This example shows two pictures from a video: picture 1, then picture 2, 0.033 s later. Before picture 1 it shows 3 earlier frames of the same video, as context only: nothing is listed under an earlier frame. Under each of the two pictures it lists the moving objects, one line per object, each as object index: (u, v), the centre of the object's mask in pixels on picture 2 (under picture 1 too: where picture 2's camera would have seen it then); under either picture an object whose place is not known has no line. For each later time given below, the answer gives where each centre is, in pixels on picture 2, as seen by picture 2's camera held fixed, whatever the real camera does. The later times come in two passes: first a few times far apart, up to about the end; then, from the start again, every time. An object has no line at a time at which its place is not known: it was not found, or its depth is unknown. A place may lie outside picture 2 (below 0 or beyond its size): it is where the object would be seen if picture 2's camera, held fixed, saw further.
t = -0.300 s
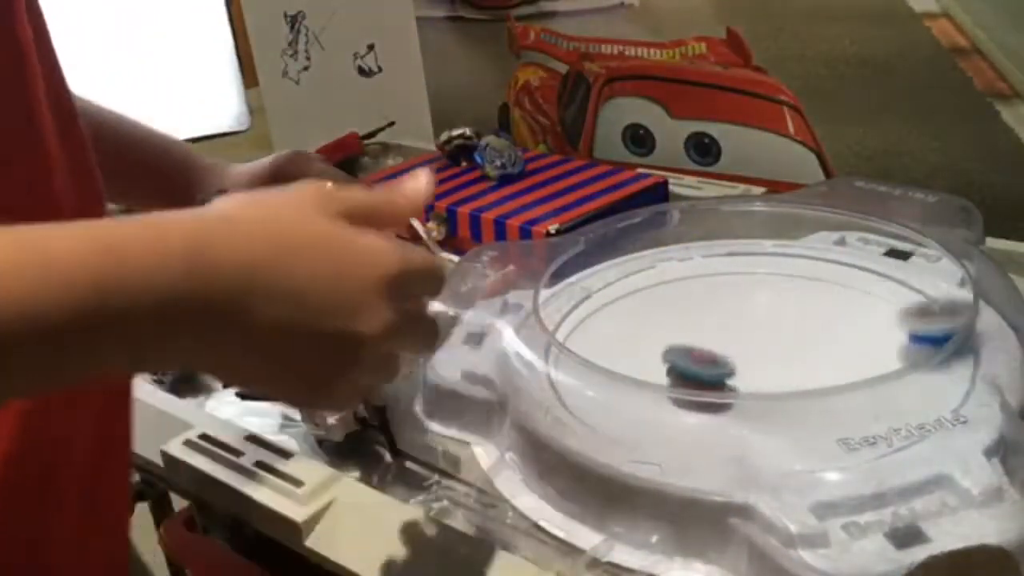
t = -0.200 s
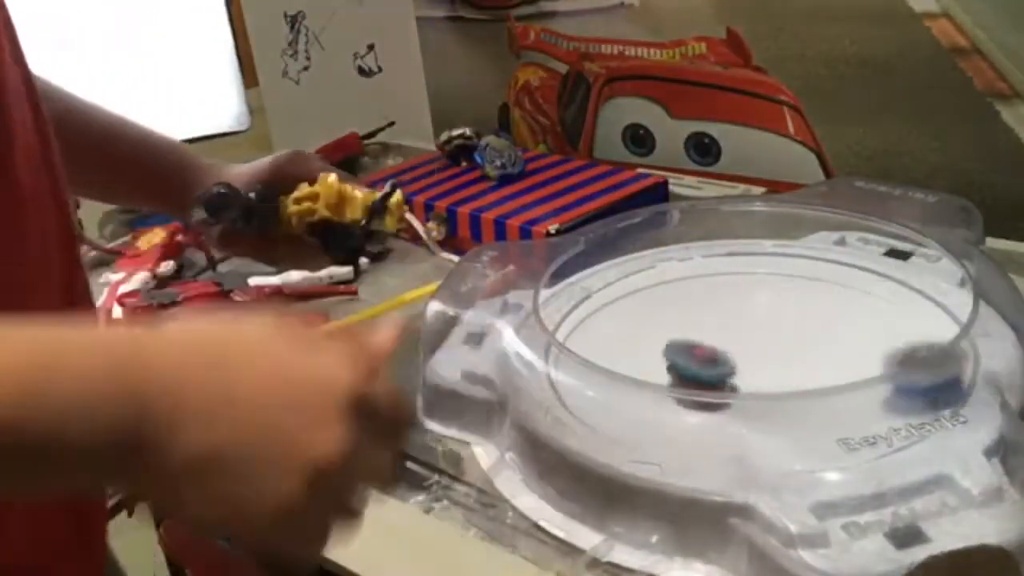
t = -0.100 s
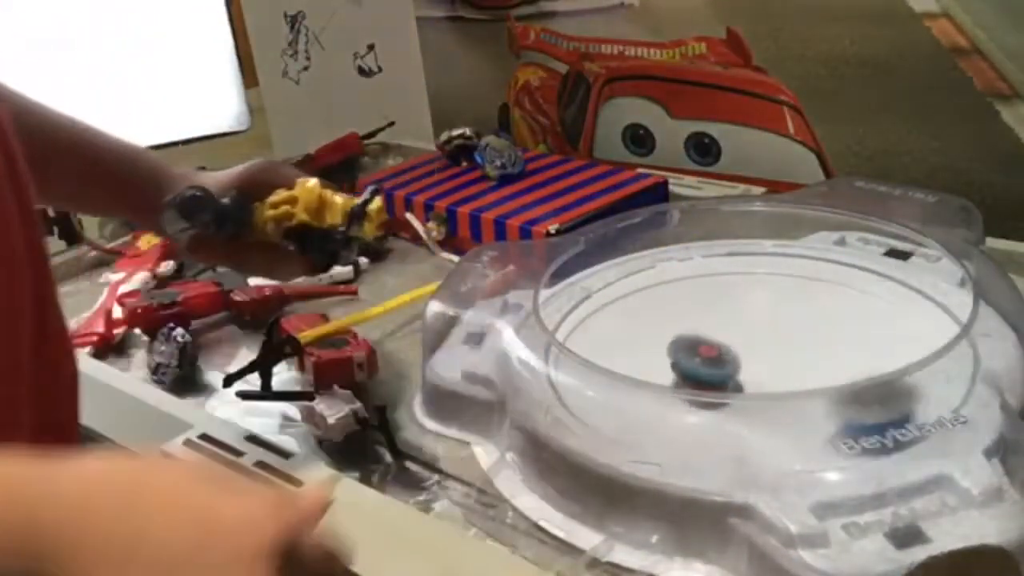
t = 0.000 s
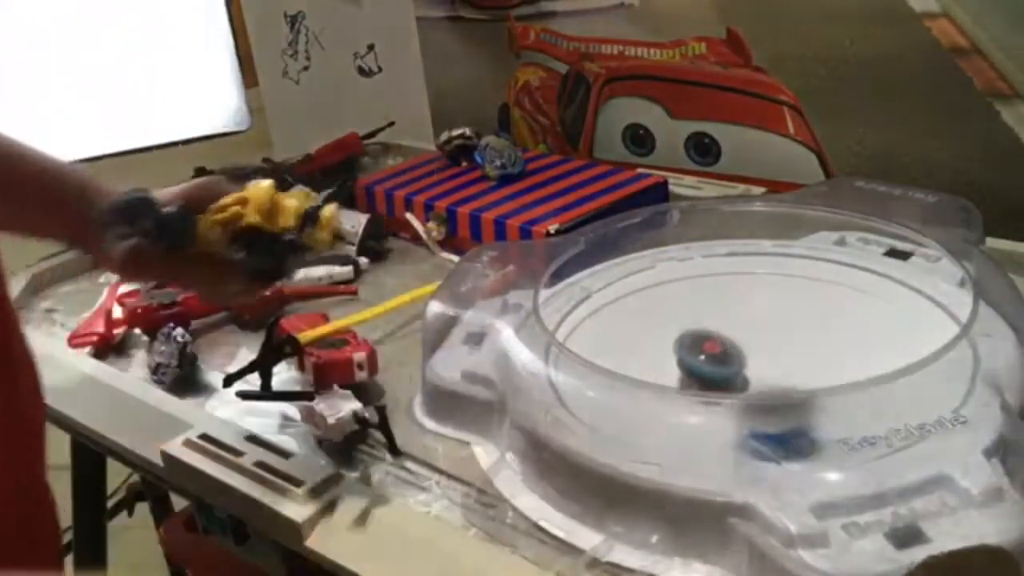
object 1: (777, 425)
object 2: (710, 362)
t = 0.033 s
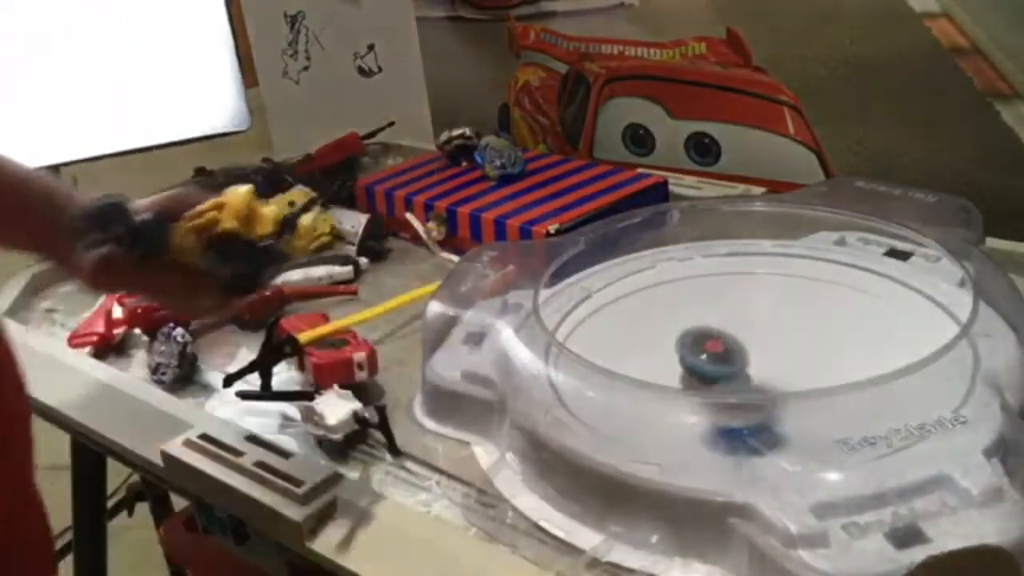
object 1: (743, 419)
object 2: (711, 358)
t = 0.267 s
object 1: (578, 340)
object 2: (809, 311)
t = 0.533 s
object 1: (691, 292)
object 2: (837, 307)
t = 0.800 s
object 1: (718, 312)
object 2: (929, 398)
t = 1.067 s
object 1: (650, 341)
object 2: (670, 395)
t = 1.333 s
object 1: (688, 286)
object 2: (701, 432)
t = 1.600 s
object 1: (824, 353)
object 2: (761, 412)
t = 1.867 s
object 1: (863, 409)
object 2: (671, 381)
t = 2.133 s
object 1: (734, 425)
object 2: (701, 369)
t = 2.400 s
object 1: (718, 380)
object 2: (717, 303)
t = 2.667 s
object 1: (822, 337)
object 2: (704, 318)
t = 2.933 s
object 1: (864, 369)
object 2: (693, 340)
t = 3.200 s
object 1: (749, 389)
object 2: (657, 334)
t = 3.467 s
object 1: (720, 393)
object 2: (640, 307)
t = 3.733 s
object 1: (779, 374)
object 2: (771, 320)
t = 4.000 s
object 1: (813, 388)
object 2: (864, 297)
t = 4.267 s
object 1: (756, 373)
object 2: (813, 342)
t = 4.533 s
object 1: (670, 366)
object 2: (763, 356)
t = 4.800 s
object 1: (676, 349)
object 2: (762, 355)
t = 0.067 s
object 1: (715, 406)
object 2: (714, 350)
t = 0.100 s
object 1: (690, 401)
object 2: (721, 353)
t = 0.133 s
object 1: (673, 384)
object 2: (727, 355)
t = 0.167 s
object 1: (641, 375)
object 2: (747, 345)
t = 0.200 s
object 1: (613, 365)
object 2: (770, 333)
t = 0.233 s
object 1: (592, 352)
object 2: (791, 321)
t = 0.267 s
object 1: (578, 340)
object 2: (809, 311)
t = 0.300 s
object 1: (573, 324)
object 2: (822, 304)
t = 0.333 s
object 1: (581, 318)
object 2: (833, 298)
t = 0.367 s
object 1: (598, 313)
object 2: (839, 296)
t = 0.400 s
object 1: (614, 307)
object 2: (842, 295)
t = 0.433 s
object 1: (630, 301)
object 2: (843, 296)
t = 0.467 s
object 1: (648, 296)
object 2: (843, 299)
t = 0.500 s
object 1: (668, 292)
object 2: (841, 302)
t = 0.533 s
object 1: (691, 292)
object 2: (837, 307)
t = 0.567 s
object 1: (716, 295)
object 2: (832, 313)
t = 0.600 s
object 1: (741, 300)
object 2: (827, 320)
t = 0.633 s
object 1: (753, 305)
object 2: (836, 332)
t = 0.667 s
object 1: (744, 303)
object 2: (878, 349)
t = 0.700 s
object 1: (736, 303)
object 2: (920, 365)
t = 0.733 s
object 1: (730, 305)
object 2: (966, 372)
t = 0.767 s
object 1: (724, 308)
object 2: (964, 380)
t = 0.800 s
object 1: (718, 312)
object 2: (929, 398)
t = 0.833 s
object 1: (713, 318)
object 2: (894, 407)
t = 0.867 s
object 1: (705, 324)
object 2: (860, 417)
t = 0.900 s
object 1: (698, 329)
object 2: (819, 420)
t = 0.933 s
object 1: (689, 334)
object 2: (782, 419)
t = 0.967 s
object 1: (679, 339)
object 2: (750, 415)
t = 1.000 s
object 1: (671, 343)
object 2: (718, 410)
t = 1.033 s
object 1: (659, 343)
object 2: (691, 401)
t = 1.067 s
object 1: (650, 341)
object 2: (670, 395)
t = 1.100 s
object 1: (641, 337)
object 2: (654, 390)
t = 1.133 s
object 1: (635, 331)
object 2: (650, 392)
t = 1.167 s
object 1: (634, 323)
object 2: (649, 405)
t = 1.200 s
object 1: (636, 311)
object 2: (654, 412)
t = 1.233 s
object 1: (644, 302)
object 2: (663, 419)
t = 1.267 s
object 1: (655, 294)
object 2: (674, 425)
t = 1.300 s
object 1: (670, 289)
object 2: (688, 430)
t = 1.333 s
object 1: (688, 286)
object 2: (701, 432)
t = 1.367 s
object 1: (708, 287)
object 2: (714, 434)
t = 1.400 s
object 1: (727, 290)
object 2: (725, 434)
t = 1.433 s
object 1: (750, 296)
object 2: (734, 433)
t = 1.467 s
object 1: (769, 306)
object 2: (743, 431)
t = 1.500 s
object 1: (788, 316)
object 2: (750, 428)
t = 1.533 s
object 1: (804, 328)
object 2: (755, 424)
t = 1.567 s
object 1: (816, 340)
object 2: (759, 420)
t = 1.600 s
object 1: (824, 353)
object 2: (761, 412)
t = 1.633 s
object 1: (829, 364)
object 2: (760, 406)
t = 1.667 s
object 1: (832, 378)
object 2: (756, 401)
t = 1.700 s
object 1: (847, 384)
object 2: (737, 395)
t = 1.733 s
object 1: (859, 389)
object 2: (714, 395)
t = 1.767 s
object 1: (866, 394)
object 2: (696, 393)
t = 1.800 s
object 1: (869, 399)
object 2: (682, 388)
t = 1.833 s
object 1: (868, 403)
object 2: (674, 385)
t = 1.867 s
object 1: (863, 409)
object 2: (671, 381)
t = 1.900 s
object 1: (857, 419)
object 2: (672, 379)
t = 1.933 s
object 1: (846, 426)
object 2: (676, 377)
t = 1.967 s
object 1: (830, 430)
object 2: (680, 376)
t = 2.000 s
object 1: (811, 431)
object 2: (683, 376)
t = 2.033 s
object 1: (791, 432)
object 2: (689, 375)
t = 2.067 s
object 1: (770, 431)
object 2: (692, 375)
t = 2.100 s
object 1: (750, 430)
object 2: (695, 371)
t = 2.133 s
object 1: (734, 425)
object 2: (701, 369)
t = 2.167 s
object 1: (718, 407)
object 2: (708, 368)
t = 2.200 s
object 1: (714, 405)
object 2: (705, 361)
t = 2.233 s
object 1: (714, 406)
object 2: (704, 342)
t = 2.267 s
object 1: (713, 405)
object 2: (706, 331)
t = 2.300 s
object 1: (713, 401)
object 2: (708, 320)
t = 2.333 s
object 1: (713, 395)
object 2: (710, 311)
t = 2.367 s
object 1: (714, 388)
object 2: (714, 306)
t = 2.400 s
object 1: (718, 380)
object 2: (717, 303)
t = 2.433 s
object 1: (724, 371)
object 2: (718, 303)
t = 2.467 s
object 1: (734, 363)
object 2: (717, 302)
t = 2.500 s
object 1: (744, 357)
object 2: (715, 303)
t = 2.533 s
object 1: (756, 350)
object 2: (712, 307)
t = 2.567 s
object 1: (773, 345)
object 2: (709, 311)
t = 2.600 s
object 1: (791, 341)
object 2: (707, 314)
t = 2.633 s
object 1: (807, 339)
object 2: (706, 316)
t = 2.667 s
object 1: (822, 337)
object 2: (704, 318)
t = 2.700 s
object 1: (839, 336)
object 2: (703, 321)
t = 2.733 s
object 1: (853, 336)
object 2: (702, 324)
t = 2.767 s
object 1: (865, 338)
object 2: (700, 327)
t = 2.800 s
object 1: (874, 341)
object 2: (699, 330)
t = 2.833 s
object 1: (879, 342)
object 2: (697, 332)
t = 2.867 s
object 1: (880, 345)
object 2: (695, 335)
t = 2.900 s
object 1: (875, 361)
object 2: (694, 338)
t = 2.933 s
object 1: (864, 369)
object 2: (693, 340)
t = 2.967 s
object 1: (851, 376)
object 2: (691, 343)
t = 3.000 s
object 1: (833, 380)
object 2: (691, 345)
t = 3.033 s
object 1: (813, 383)
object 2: (689, 347)
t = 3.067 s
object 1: (793, 385)
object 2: (688, 349)
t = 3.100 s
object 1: (773, 385)
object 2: (688, 351)
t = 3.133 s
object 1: (751, 383)
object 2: (685, 351)
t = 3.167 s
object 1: (744, 382)
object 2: (675, 349)
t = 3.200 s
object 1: (749, 389)
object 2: (657, 334)
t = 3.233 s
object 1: (749, 393)
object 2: (641, 323)
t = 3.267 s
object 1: (746, 396)
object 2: (629, 313)
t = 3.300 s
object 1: (742, 398)
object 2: (625, 306)
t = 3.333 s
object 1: (737, 399)
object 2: (624, 302)
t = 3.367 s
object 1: (731, 399)
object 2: (626, 301)
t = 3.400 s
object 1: (726, 398)
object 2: (630, 301)
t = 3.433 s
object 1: (722, 396)
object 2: (634, 303)
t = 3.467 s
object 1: (720, 393)
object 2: (640, 307)
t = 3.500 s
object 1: (720, 390)
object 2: (647, 312)
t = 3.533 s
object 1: (721, 385)
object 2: (657, 319)
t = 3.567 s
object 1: (725, 381)
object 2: (669, 324)
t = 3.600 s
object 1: (730, 376)
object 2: (683, 328)
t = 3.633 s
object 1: (738, 373)
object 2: (701, 331)
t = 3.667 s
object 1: (752, 372)
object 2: (721, 326)
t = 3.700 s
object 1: (767, 374)
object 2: (745, 326)
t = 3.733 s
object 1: (779, 374)
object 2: (771, 320)
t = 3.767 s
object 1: (788, 377)
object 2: (796, 321)
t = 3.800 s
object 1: (796, 377)
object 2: (820, 317)
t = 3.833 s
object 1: (804, 380)
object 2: (836, 314)
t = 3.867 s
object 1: (811, 382)
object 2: (849, 308)
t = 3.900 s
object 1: (814, 383)
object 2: (859, 302)
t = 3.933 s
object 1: (815, 386)
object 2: (865, 298)
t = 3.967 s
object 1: (815, 387)
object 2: (865, 296)
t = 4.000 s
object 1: (813, 388)
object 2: (864, 297)
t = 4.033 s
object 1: (808, 389)
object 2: (859, 300)
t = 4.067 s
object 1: (802, 388)
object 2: (852, 303)
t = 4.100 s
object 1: (796, 387)
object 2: (843, 309)
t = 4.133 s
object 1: (788, 384)
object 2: (836, 316)
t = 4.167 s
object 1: (779, 381)
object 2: (828, 323)
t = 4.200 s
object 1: (774, 376)
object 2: (822, 331)
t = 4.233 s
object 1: (767, 372)
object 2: (817, 339)
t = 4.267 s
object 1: (756, 373)
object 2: (813, 342)
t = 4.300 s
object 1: (745, 374)
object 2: (805, 345)
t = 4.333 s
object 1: (733, 375)
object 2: (798, 348)
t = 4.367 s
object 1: (721, 374)
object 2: (789, 351)
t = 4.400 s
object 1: (712, 373)
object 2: (782, 354)
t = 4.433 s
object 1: (702, 371)
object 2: (773, 356)
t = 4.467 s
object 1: (690, 369)
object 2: (766, 356)
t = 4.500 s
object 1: (680, 368)
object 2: (765, 357)
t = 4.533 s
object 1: (670, 366)
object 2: (763, 356)
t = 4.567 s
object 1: (661, 363)
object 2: (762, 354)
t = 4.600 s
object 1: (655, 360)
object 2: (762, 354)
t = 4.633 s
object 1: (650, 355)
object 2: (762, 355)
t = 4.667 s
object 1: (648, 353)
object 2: (762, 355)
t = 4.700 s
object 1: (650, 351)
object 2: (762, 355)
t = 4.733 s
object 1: (656, 349)
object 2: (762, 355)
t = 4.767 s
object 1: (665, 348)
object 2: (762, 355)
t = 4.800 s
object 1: (676, 349)
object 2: (762, 355)
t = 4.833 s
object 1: (687, 349)
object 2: (762, 355)
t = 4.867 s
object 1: (695, 351)
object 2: (767, 355)
